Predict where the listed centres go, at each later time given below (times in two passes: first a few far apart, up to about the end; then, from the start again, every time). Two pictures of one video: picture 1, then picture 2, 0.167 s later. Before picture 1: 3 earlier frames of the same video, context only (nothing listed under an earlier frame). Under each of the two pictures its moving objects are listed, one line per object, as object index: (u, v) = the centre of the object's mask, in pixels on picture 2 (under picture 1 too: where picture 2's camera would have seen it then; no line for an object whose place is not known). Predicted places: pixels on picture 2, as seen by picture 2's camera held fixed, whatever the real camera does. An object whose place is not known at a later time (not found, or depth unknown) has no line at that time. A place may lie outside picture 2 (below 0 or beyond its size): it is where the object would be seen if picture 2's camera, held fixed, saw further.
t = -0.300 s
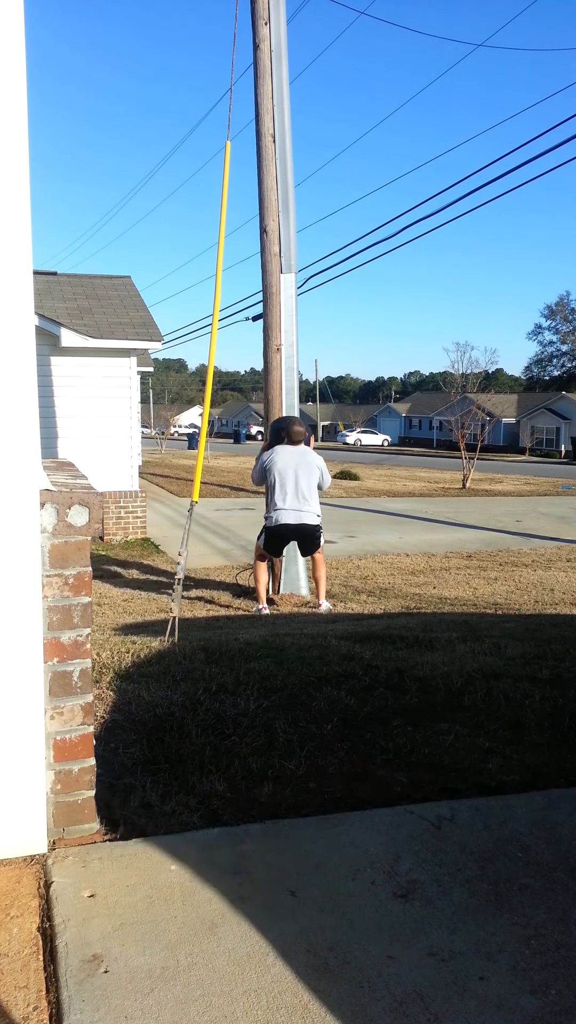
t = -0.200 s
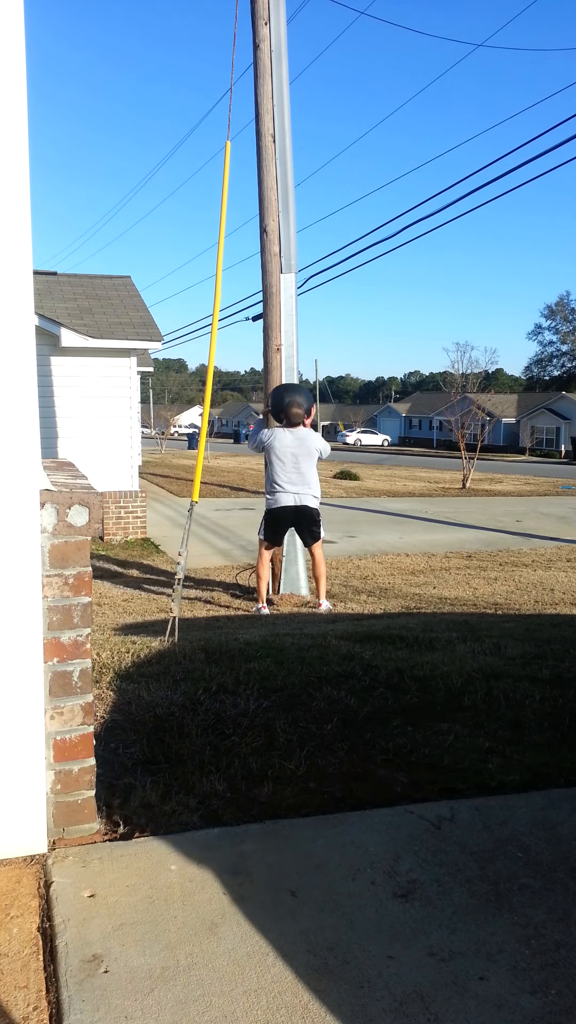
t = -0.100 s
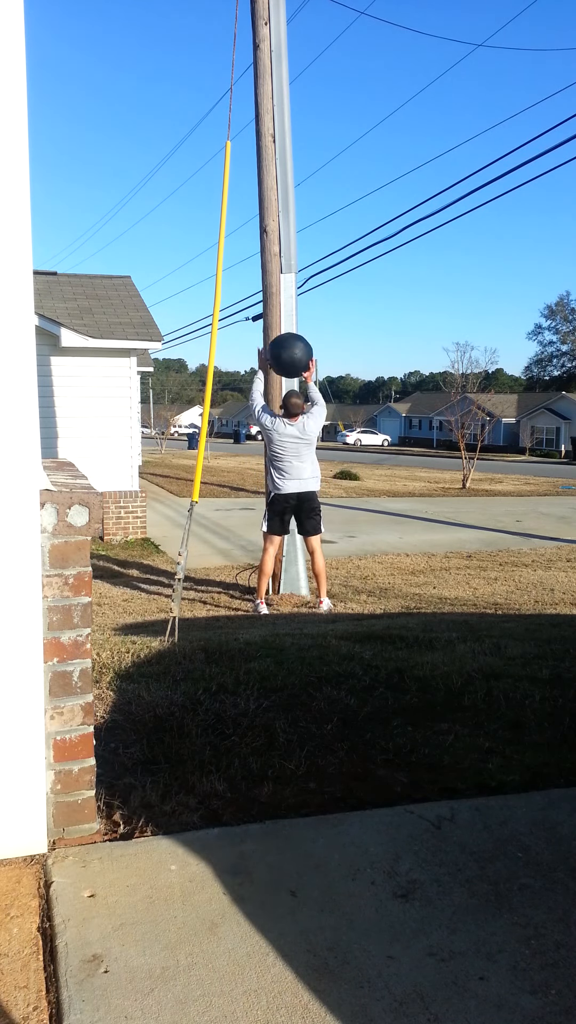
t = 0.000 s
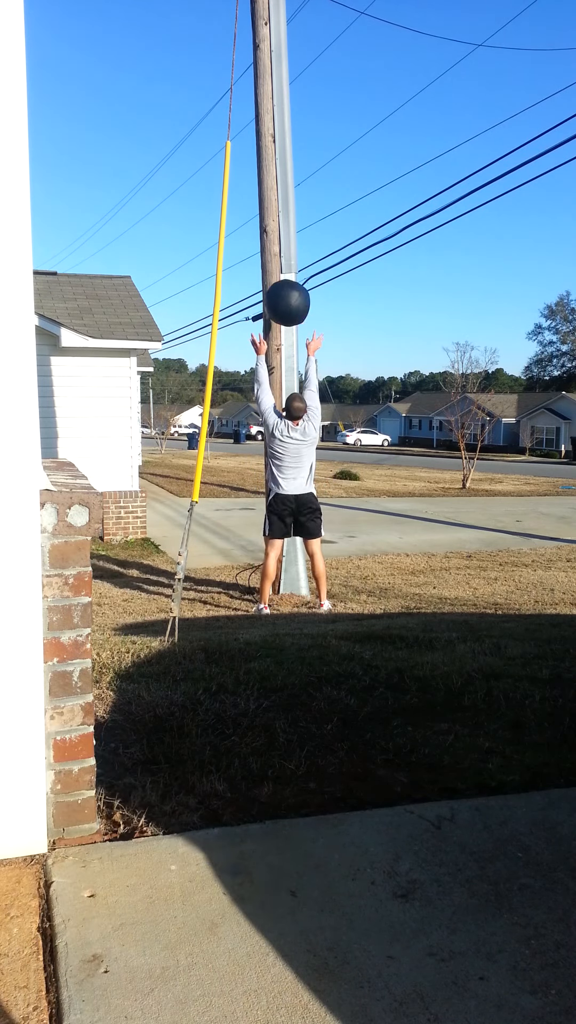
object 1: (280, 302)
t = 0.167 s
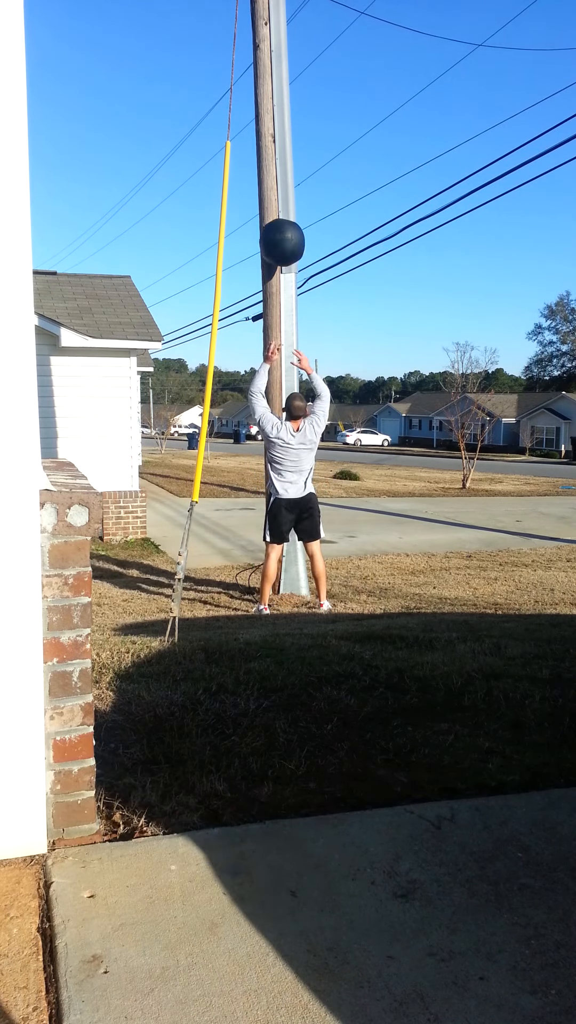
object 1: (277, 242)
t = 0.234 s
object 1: (273, 228)
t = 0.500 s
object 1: (267, 226)
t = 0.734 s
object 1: (265, 294)
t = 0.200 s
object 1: (275, 234)
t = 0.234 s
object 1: (273, 228)
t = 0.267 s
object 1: (273, 223)
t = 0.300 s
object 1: (270, 220)
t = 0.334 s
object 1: (270, 218)
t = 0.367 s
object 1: (269, 217)
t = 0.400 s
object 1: (268, 219)
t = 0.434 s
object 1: (267, 220)
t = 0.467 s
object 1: (268, 223)
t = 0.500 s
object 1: (267, 226)
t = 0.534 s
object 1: (267, 232)
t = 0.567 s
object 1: (267, 238)
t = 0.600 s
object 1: (266, 246)
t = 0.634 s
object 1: (266, 256)
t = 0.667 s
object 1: (266, 267)
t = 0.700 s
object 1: (265, 280)
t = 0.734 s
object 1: (265, 294)
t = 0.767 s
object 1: (265, 309)
